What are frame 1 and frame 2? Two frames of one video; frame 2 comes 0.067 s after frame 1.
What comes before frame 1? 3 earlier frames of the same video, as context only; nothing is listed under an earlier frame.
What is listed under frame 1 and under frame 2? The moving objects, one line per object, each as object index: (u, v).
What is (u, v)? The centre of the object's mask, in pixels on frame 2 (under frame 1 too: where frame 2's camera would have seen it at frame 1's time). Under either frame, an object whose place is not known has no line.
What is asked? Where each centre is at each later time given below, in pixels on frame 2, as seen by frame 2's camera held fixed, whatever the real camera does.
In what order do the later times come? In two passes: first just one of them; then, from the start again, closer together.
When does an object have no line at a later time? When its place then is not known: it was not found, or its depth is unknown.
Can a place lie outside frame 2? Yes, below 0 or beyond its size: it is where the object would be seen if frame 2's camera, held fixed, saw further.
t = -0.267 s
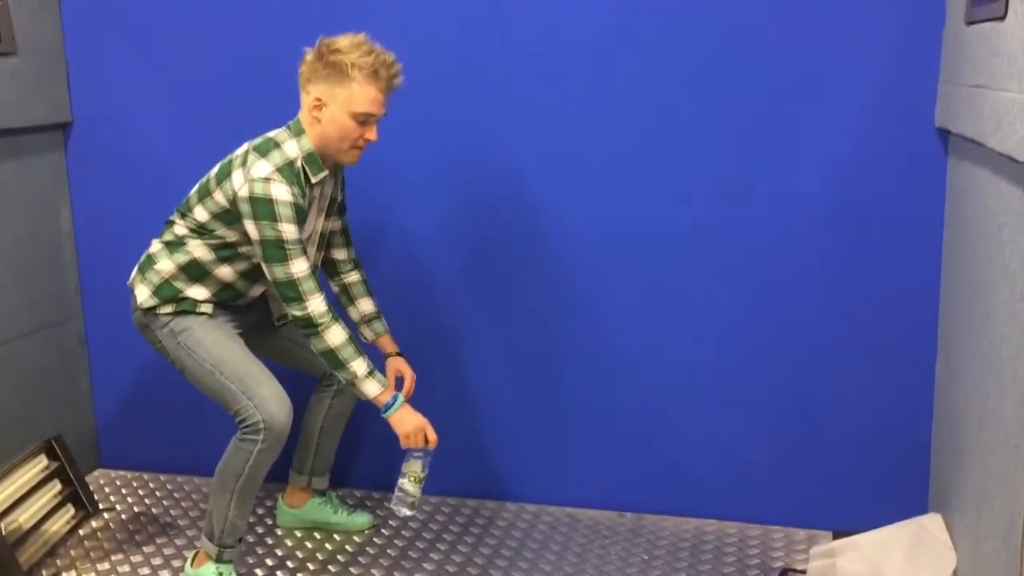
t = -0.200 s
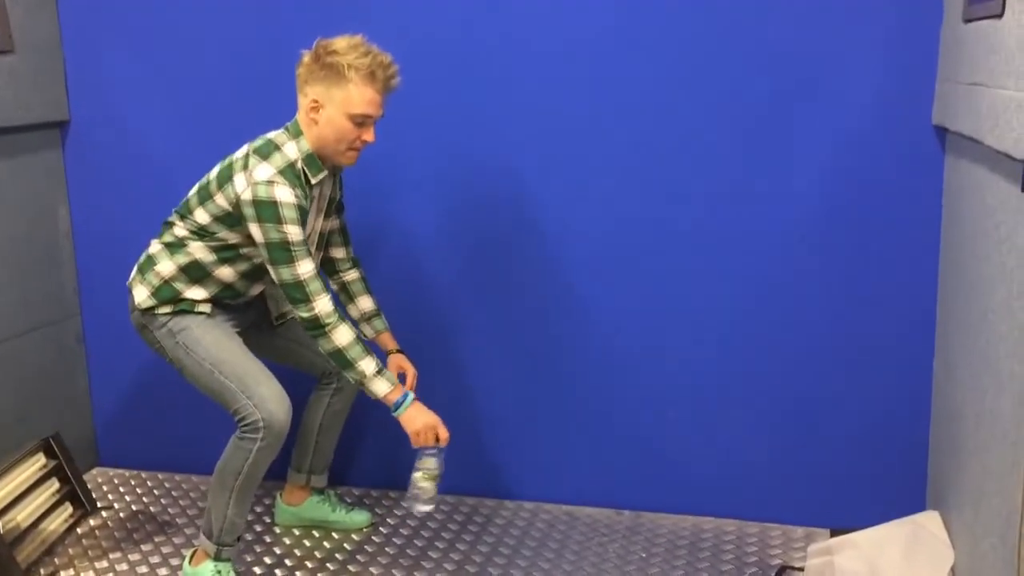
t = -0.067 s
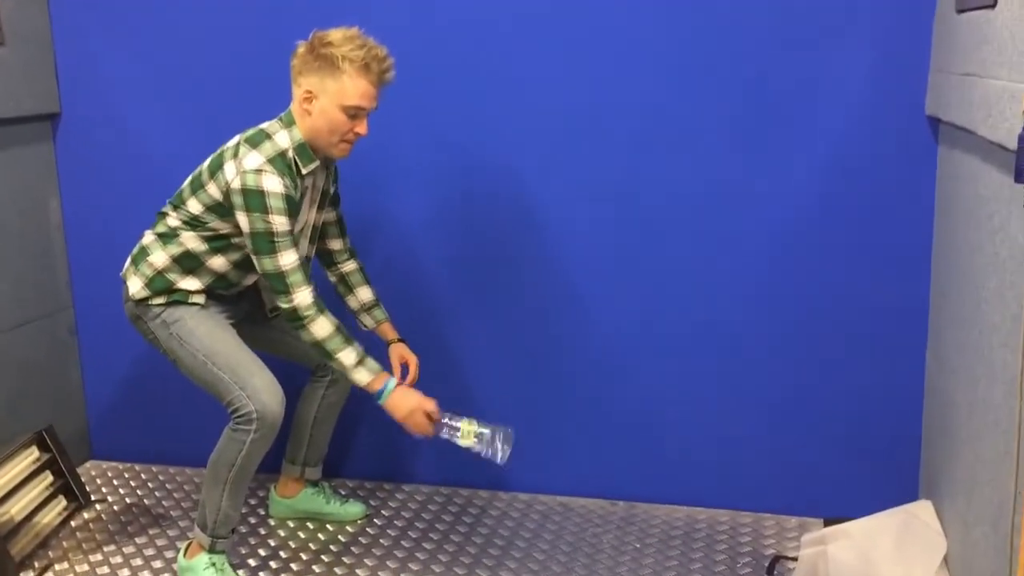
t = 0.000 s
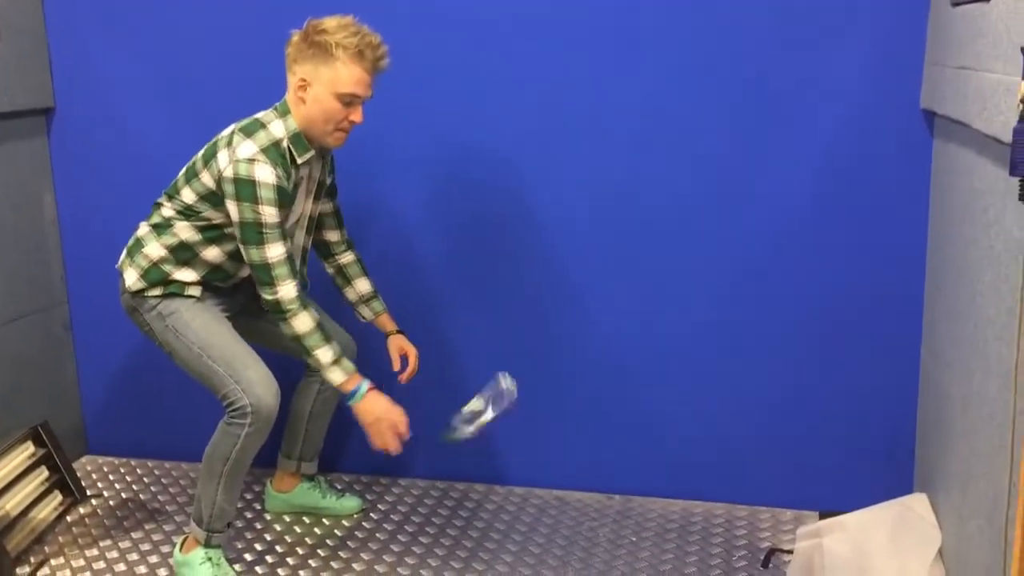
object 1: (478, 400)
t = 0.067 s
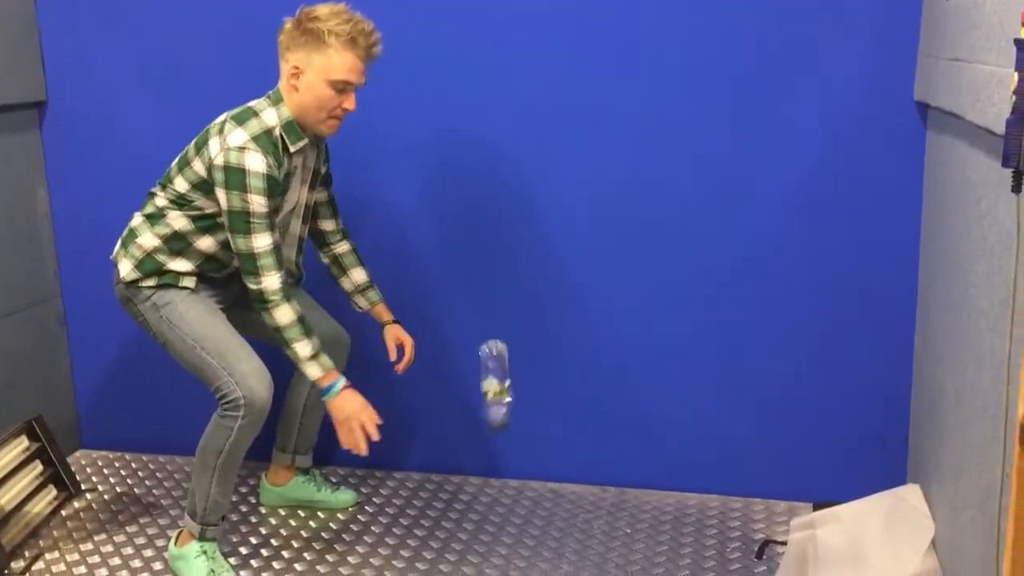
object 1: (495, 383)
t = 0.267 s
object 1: (528, 414)
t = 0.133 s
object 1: (509, 375)
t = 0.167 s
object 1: (515, 378)
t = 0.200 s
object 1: (519, 385)
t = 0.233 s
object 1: (523, 396)
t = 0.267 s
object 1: (528, 414)
